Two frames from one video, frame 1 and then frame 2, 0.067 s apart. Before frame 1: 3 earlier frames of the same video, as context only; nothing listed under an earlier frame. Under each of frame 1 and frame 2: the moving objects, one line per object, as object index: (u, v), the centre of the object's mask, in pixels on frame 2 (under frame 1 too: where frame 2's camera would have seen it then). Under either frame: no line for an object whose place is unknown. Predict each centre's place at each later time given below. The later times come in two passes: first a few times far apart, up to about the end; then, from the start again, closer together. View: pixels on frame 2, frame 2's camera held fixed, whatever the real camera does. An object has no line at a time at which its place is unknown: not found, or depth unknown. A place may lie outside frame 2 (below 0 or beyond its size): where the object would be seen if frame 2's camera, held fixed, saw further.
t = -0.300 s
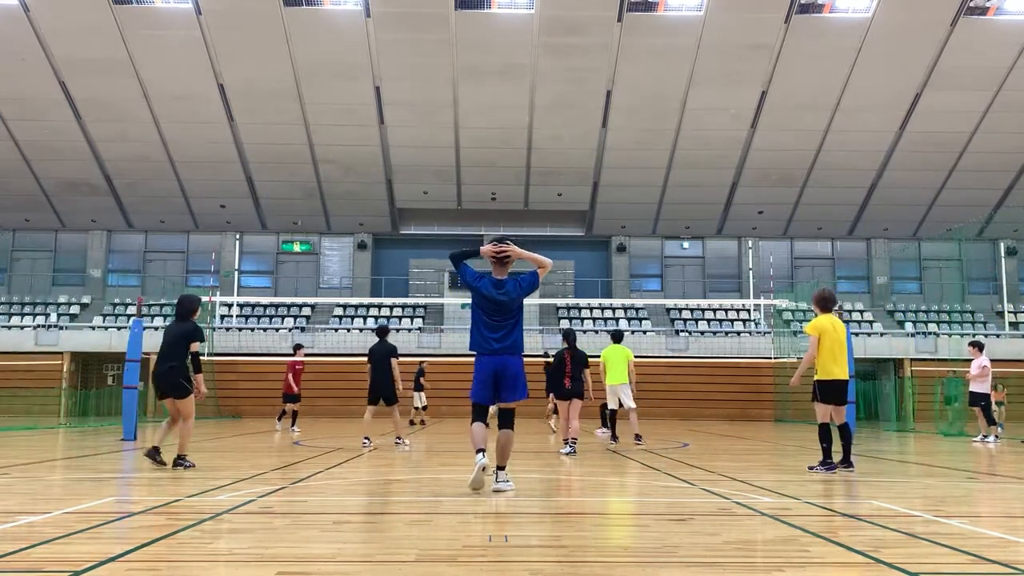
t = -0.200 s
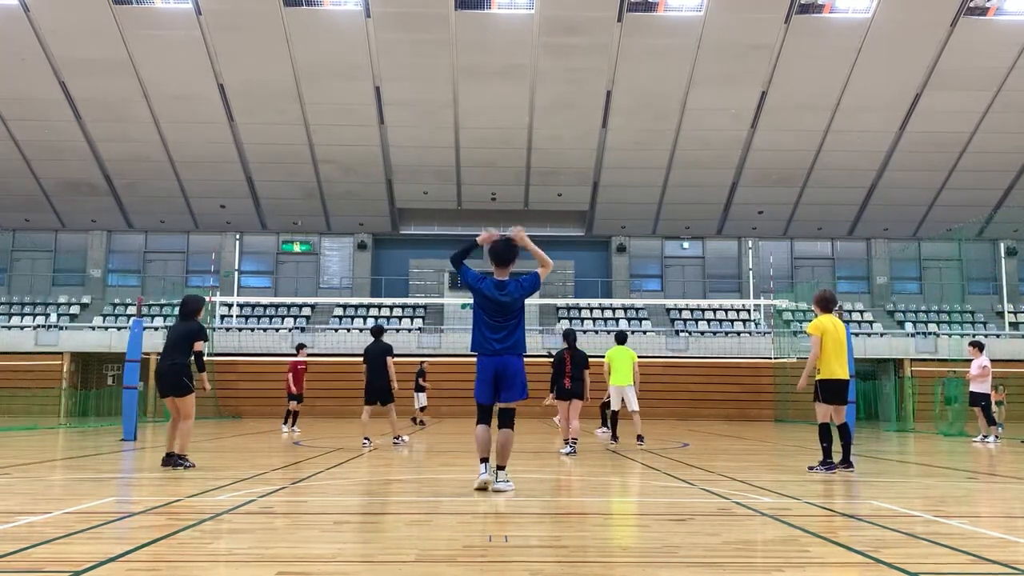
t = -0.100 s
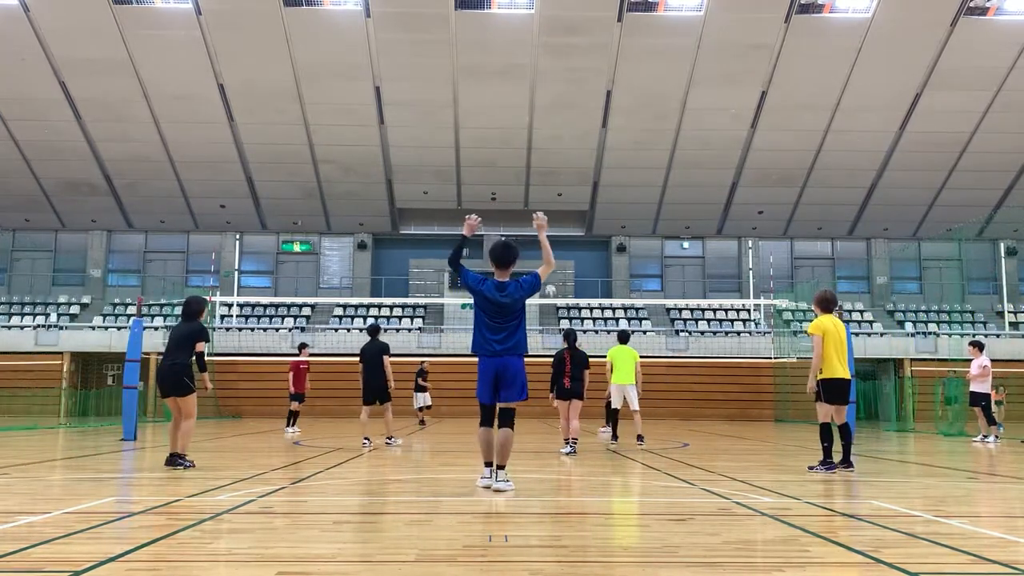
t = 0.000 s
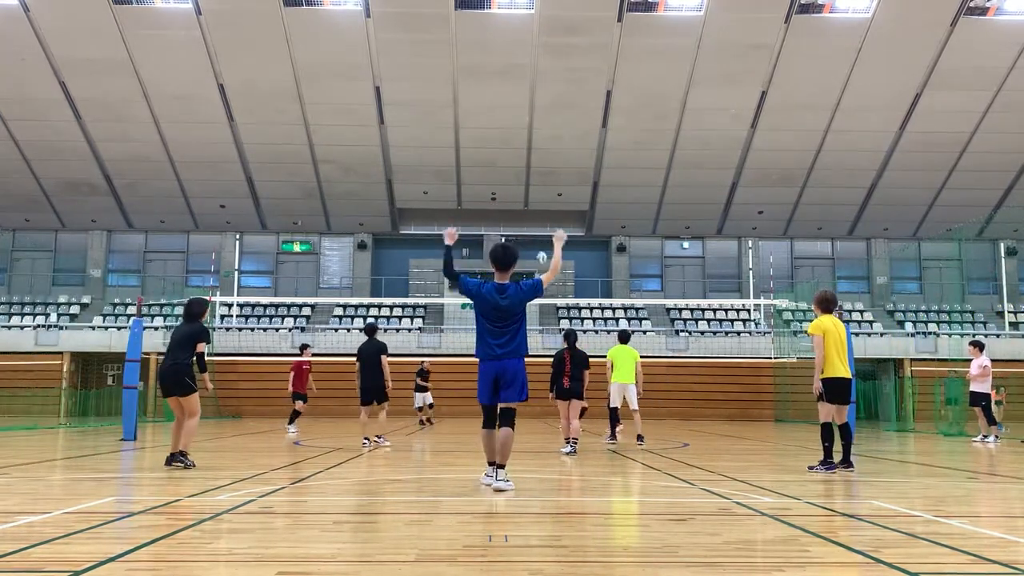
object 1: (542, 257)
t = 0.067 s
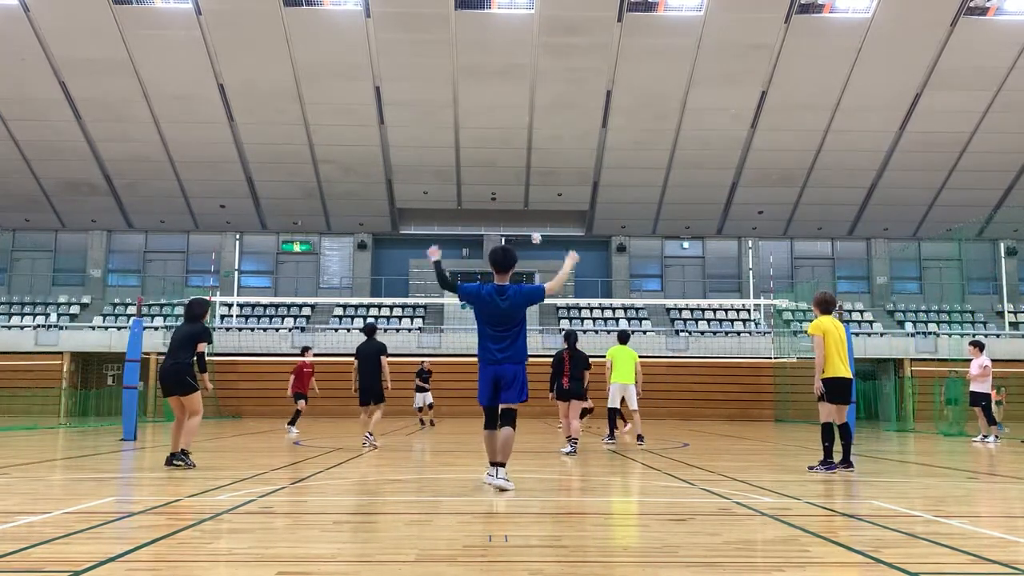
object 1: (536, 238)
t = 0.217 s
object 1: (523, 203)
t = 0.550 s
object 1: (496, 163)
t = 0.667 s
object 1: (486, 161)
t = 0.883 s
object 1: (467, 174)
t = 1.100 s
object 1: (450, 209)
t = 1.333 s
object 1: (431, 270)
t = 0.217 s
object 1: (523, 203)
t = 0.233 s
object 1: (522, 200)
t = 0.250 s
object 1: (521, 197)
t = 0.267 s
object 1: (519, 194)
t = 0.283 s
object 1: (518, 191)
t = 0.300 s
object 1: (517, 188)
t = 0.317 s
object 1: (515, 185)
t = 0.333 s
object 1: (514, 183)
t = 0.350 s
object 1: (512, 181)
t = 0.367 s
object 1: (511, 178)
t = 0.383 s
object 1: (509, 176)
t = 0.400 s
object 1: (508, 174)
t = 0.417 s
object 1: (507, 173)
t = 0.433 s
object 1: (505, 171)
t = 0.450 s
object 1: (504, 169)
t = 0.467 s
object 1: (503, 168)
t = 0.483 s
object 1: (501, 166)
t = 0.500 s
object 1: (500, 165)
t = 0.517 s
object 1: (498, 164)
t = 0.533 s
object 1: (497, 164)
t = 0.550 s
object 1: (496, 163)
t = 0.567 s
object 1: (494, 162)
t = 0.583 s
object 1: (493, 162)
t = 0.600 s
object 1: (491, 161)
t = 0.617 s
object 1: (490, 161)
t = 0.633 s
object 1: (488, 160)
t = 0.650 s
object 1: (487, 161)
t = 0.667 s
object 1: (486, 161)
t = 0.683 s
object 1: (485, 161)
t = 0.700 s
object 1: (483, 161)
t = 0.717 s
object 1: (482, 162)
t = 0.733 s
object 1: (480, 163)
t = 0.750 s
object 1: (479, 163)
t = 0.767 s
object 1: (477, 164)
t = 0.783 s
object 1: (476, 165)
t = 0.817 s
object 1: (473, 167)
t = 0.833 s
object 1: (472, 169)
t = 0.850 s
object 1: (471, 170)
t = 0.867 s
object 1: (469, 172)
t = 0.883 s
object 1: (467, 174)
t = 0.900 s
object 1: (466, 175)
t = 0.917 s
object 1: (465, 178)
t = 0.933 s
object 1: (463, 180)
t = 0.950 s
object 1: (462, 182)
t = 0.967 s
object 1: (461, 185)
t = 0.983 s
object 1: (460, 187)
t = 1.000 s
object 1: (458, 190)
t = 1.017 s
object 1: (457, 192)
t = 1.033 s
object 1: (455, 196)
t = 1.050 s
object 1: (454, 198)
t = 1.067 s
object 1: (452, 202)
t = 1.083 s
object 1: (451, 205)
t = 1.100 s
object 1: (450, 209)
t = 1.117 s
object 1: (448, 212)
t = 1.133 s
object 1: (447, 216)
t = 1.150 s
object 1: (446, 220)
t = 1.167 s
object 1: (444, 223)
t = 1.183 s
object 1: (443, 227)
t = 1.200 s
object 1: (441, 232)
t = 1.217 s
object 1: (440, 236)
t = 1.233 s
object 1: (438, 241)
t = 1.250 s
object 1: (437, 246)
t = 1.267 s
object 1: (436, 250)
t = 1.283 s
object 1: (434, 255)
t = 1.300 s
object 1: (433, 260)
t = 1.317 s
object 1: (432, 265)
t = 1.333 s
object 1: (431, 270)
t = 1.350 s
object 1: (430, 276)
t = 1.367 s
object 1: (428, 281)
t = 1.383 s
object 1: (427, 287)
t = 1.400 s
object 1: (425, 292)
